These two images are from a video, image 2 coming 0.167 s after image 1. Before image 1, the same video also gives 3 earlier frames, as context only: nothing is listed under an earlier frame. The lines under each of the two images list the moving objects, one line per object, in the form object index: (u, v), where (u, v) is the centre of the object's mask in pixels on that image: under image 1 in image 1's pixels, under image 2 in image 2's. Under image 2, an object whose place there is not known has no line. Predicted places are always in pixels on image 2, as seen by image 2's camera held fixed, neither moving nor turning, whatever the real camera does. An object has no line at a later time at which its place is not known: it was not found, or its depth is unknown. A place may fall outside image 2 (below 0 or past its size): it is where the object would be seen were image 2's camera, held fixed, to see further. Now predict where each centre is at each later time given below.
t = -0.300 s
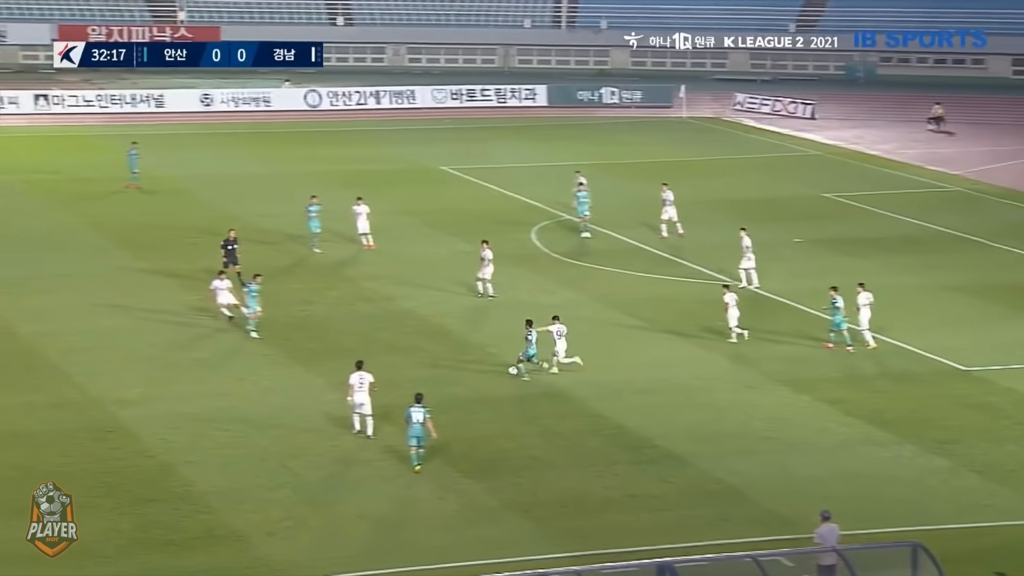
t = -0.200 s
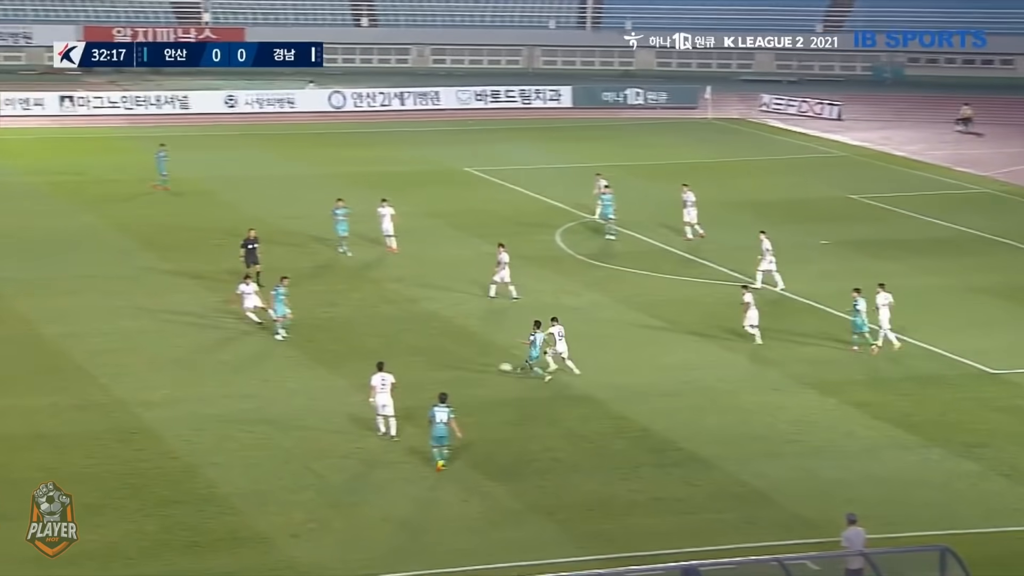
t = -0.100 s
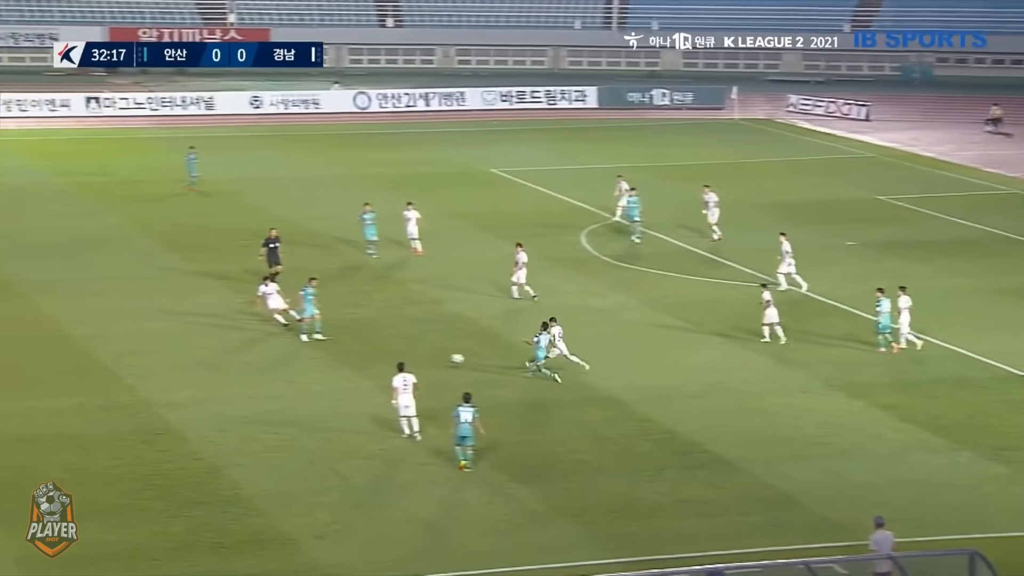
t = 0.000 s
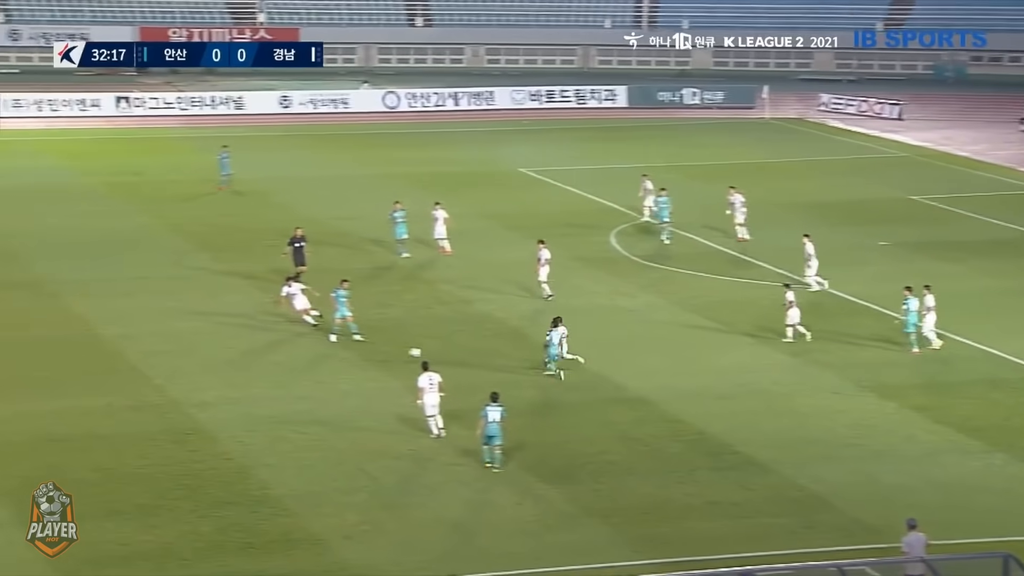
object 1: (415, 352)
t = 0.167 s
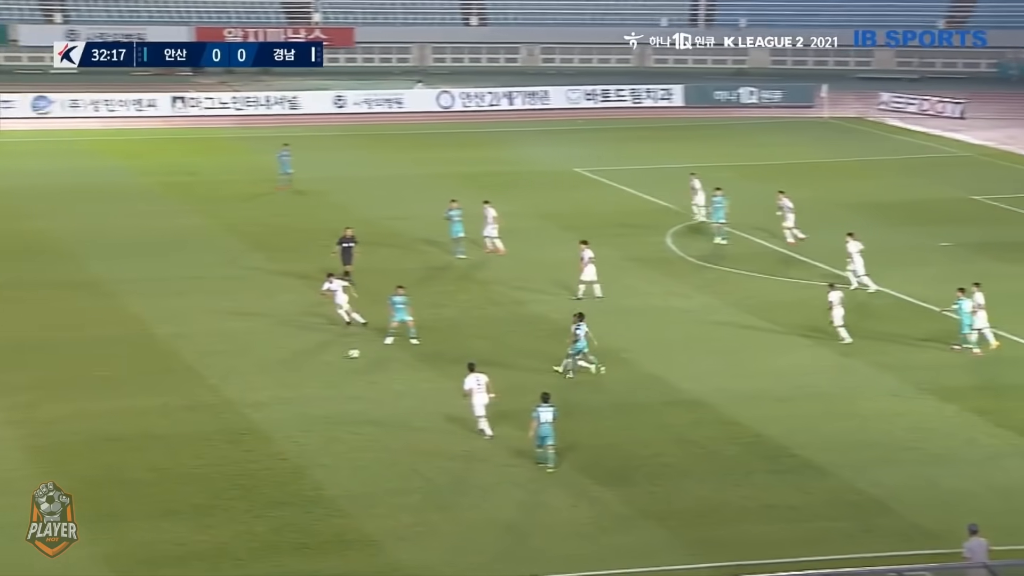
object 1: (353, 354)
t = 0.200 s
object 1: (331, 354)
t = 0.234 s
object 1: (310, 352)
